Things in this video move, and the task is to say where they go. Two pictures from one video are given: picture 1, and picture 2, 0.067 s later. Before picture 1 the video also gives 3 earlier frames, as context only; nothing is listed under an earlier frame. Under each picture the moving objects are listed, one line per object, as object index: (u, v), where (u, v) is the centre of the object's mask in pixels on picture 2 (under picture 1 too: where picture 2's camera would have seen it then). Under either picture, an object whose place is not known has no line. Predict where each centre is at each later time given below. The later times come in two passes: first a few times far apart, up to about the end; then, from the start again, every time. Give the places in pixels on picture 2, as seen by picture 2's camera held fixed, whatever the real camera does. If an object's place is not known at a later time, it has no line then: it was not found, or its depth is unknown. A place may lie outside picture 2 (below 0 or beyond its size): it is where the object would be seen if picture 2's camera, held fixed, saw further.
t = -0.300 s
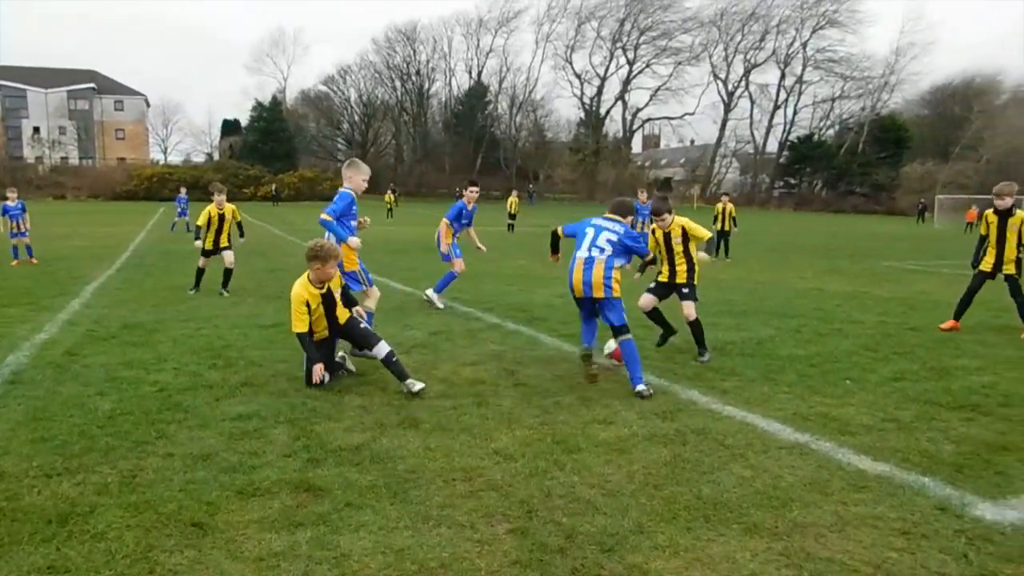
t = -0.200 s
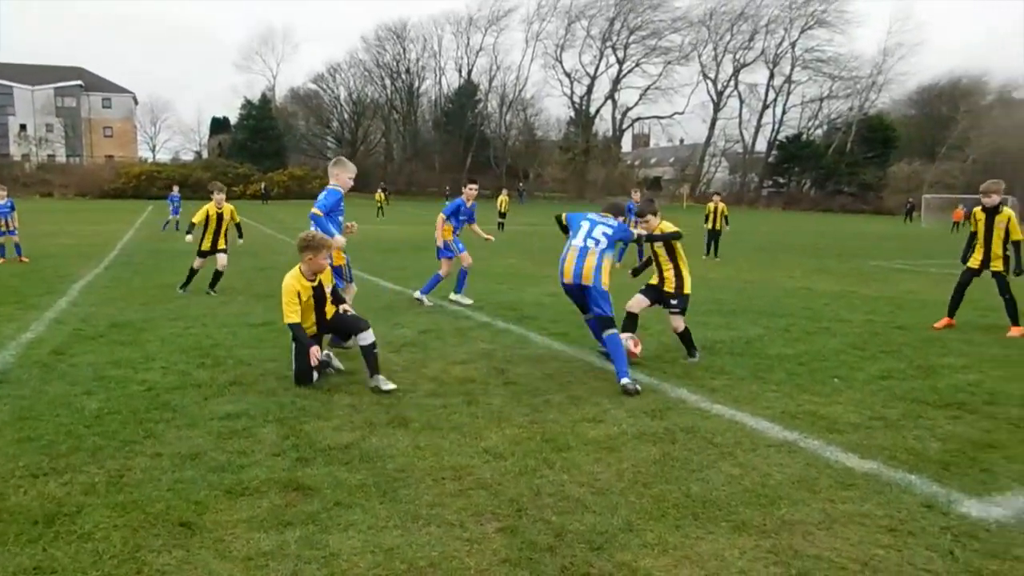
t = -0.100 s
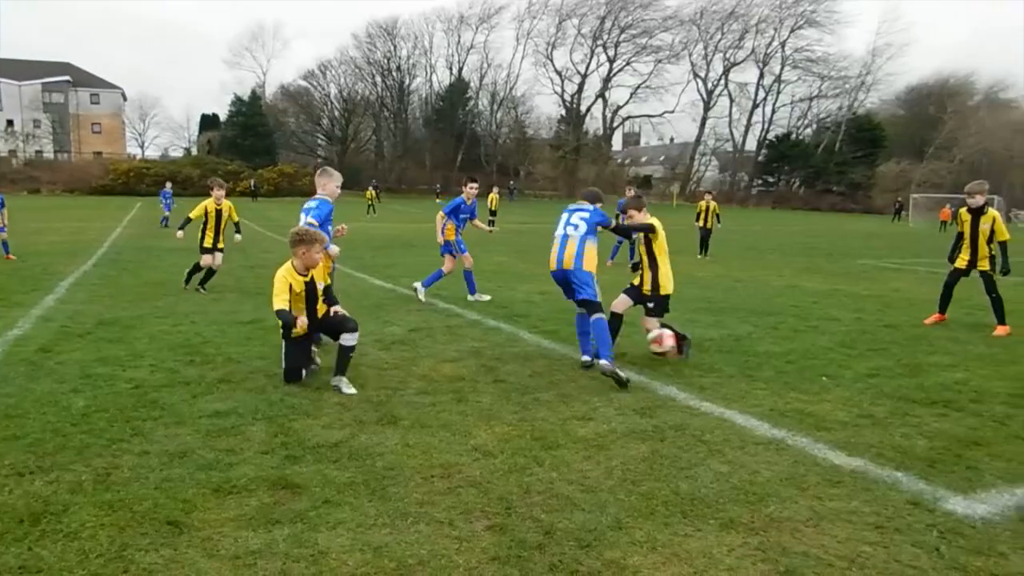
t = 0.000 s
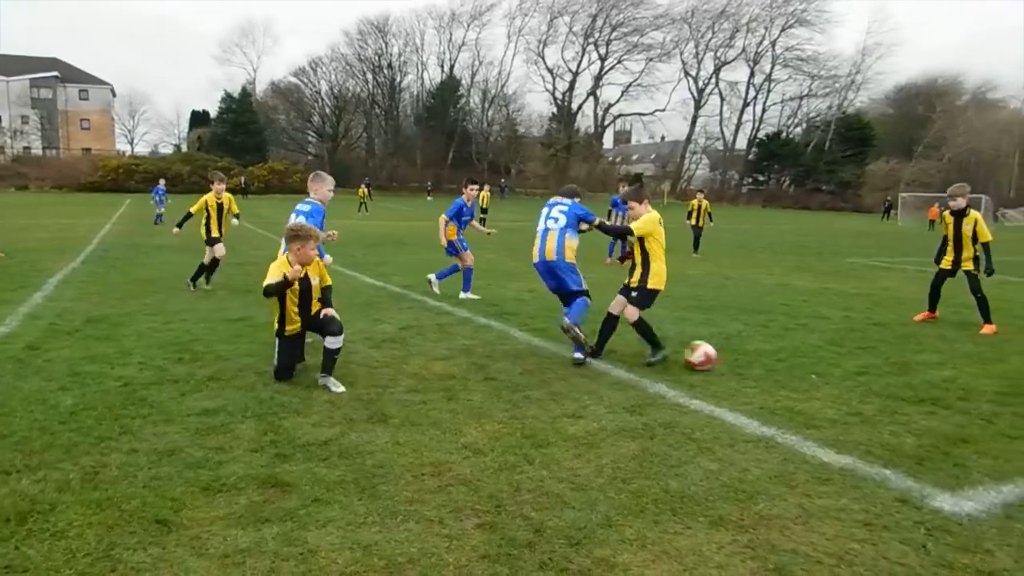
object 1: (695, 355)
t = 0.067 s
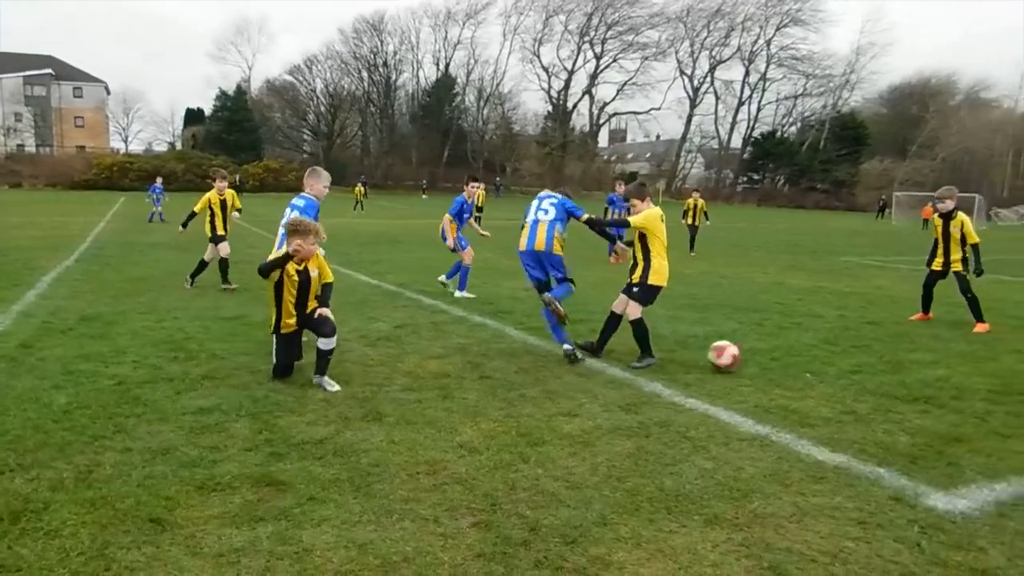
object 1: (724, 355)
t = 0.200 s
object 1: (777, 363)
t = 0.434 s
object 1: (849, 371)
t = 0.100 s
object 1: (737, 355)
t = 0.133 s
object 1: (751, 356)
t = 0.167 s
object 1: (764, 359)
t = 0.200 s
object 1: (777, 363)
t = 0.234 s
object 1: (788, 364)
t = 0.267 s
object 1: (798, 364)
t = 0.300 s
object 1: (809, 364)
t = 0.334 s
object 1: (819, 366)
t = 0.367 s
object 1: (828, 369)
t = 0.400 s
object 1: (838, 370)
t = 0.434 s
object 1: (849, 371)
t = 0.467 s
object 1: (860, 372)
